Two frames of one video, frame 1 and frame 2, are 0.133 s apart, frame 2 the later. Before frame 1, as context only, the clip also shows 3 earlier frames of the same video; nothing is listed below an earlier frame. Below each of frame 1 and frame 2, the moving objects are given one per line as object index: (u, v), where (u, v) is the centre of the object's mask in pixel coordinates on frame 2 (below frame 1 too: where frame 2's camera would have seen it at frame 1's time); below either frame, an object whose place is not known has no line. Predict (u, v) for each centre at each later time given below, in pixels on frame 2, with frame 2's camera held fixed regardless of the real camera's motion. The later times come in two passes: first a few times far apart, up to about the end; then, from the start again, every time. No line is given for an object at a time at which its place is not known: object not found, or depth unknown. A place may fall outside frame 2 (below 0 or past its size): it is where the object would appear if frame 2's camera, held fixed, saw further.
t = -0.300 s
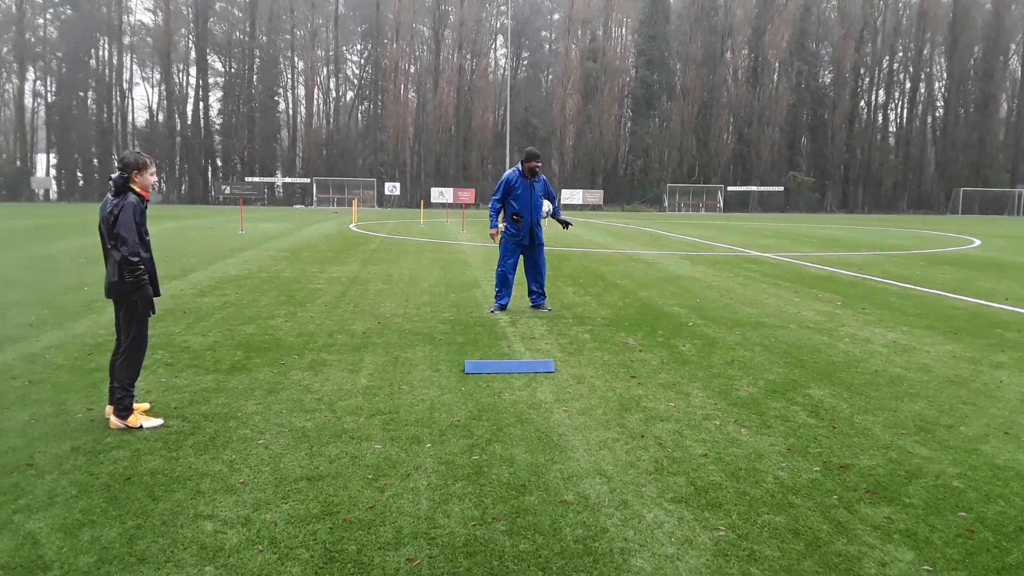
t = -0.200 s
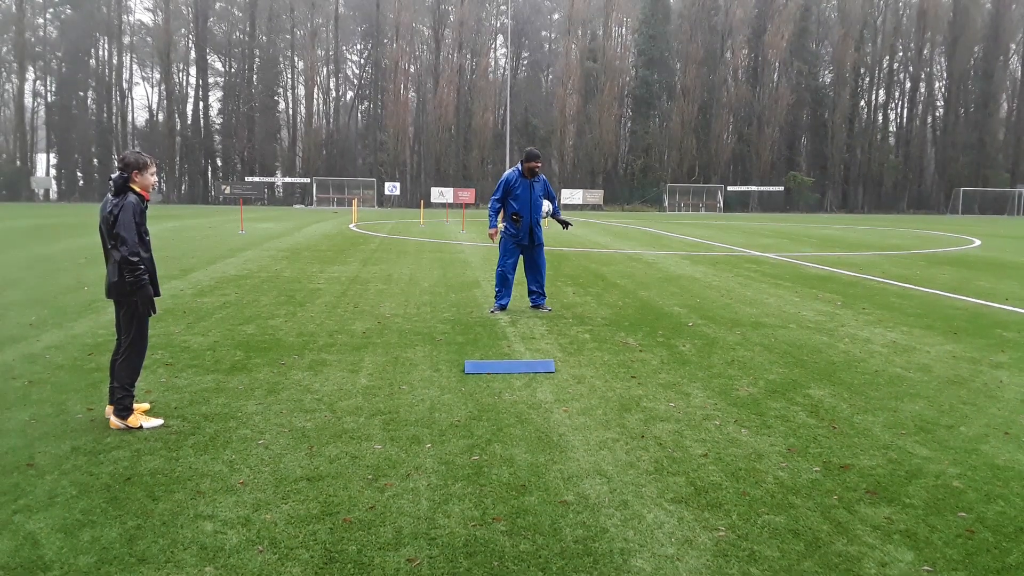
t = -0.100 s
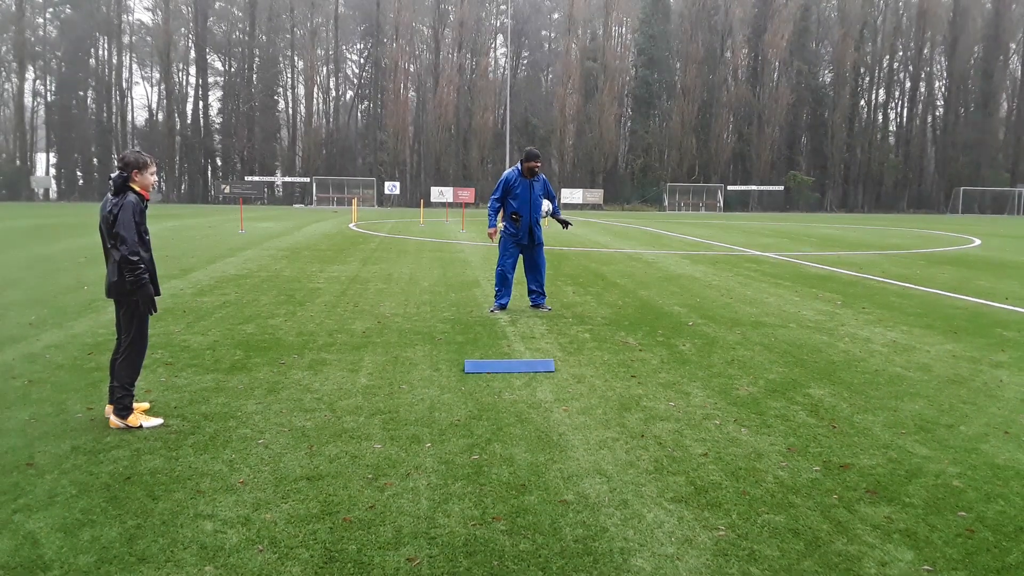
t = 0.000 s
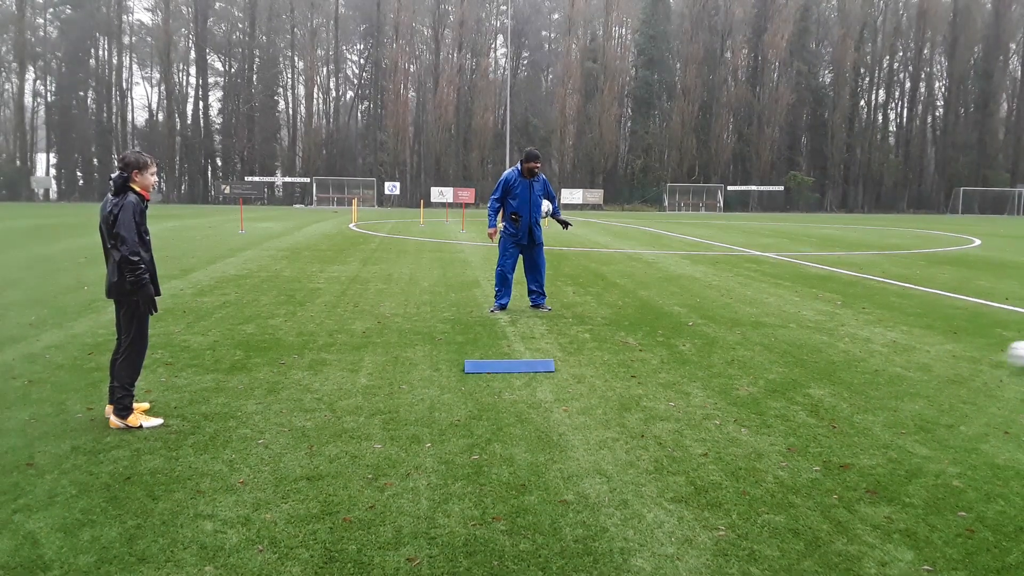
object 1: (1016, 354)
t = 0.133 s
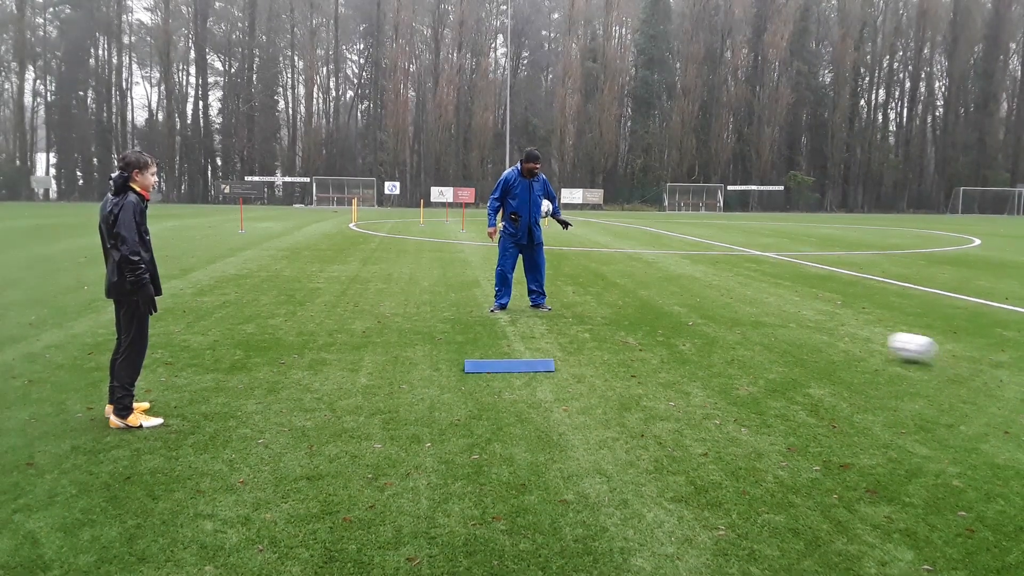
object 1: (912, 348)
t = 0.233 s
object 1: (835, 339)
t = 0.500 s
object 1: (684, 325)
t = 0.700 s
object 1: (604, 318)
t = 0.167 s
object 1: (886, 343)
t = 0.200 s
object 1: (860, 341)
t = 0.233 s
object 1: (835, 339)
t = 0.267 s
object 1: (813, 338)
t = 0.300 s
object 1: (792, 336)
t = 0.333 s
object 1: (772, 334)
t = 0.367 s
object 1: (753, 331)
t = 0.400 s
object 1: (733, 331)
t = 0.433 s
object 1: (716, 329)
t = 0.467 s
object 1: (700, 327)
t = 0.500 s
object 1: (684, 325)
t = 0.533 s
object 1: (669, 324)
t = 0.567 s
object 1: (654, 323)
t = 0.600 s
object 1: (642, 321)
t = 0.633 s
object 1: (629, 320)
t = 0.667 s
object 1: (616, 319)
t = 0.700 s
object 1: (604, 318)
